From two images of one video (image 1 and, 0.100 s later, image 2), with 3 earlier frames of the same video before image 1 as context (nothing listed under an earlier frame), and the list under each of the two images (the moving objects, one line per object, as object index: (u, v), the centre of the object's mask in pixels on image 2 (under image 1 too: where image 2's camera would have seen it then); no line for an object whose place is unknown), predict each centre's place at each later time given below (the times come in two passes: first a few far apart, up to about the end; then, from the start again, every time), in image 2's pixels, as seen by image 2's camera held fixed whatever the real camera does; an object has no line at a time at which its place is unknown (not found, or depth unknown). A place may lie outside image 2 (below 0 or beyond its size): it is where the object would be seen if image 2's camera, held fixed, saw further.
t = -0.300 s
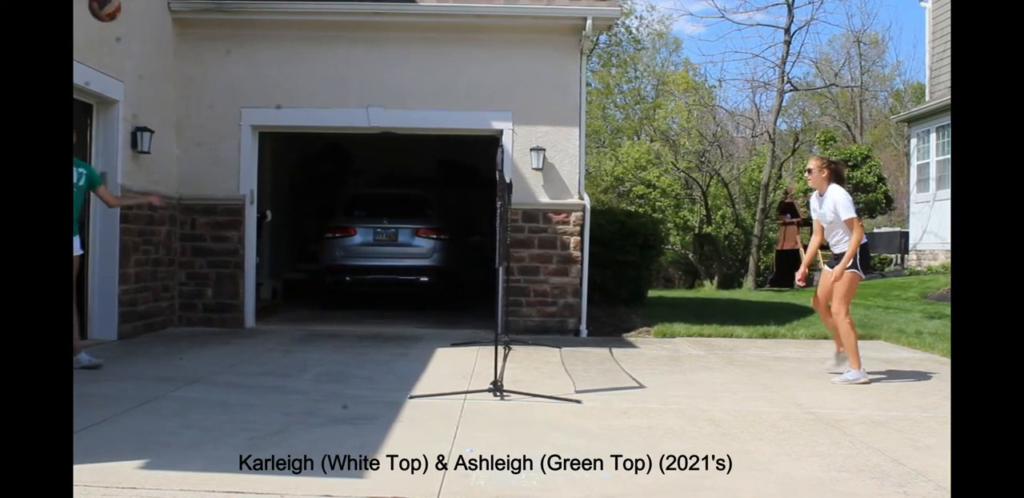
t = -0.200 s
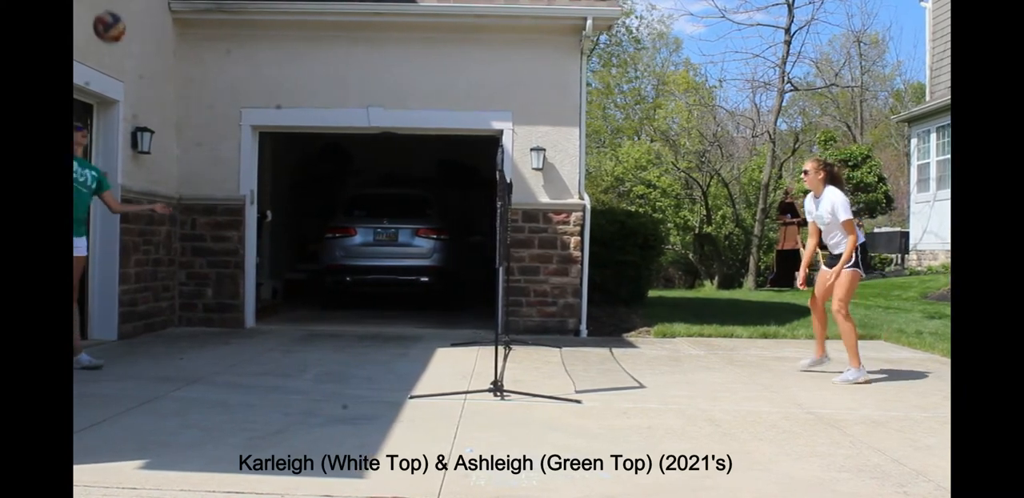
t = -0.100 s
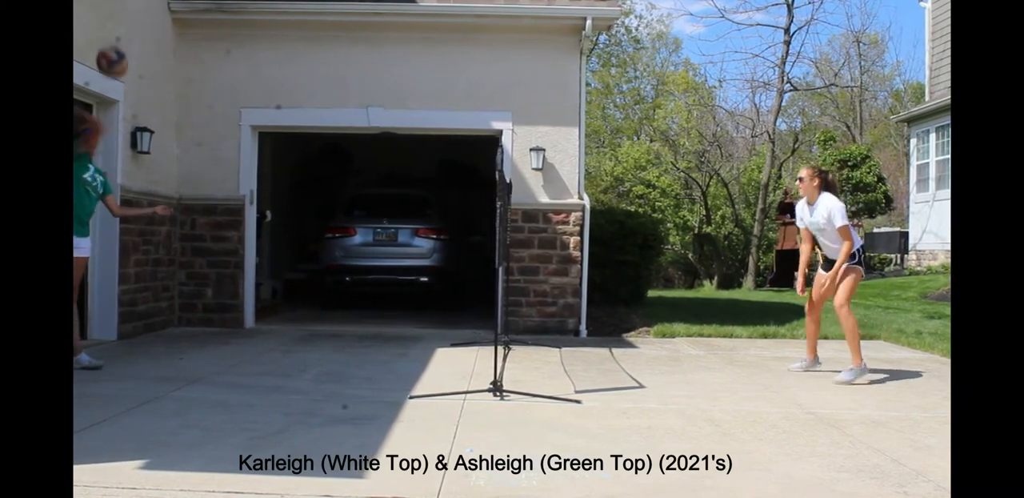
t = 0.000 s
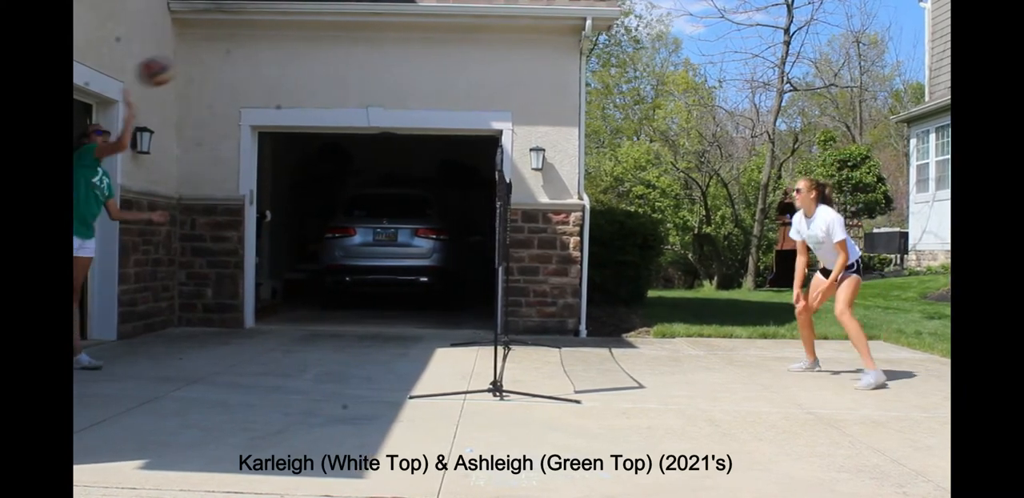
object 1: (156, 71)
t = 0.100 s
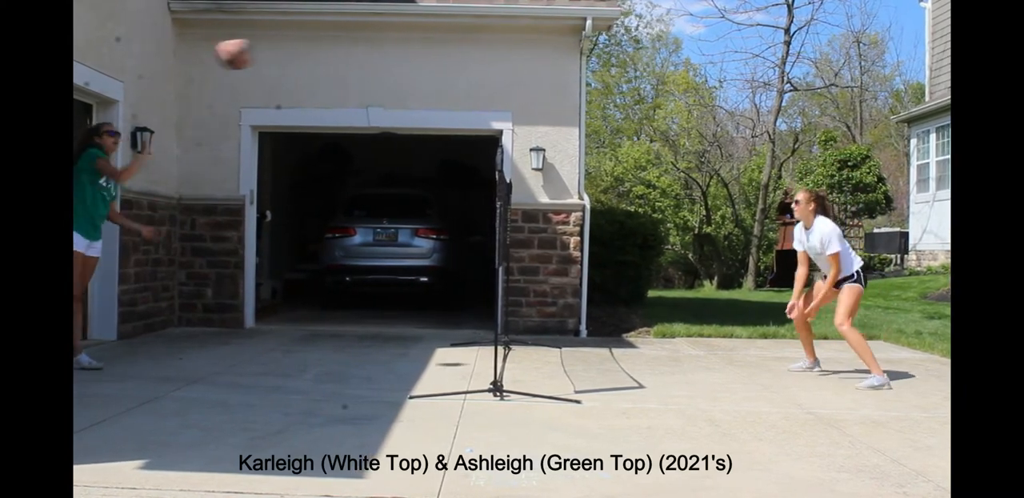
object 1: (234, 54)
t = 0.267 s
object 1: (362, 56)
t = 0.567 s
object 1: (579, 159)
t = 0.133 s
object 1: (259, 51)
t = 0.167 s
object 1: (286, 50)
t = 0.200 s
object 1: (311, 51)
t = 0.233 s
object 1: (336, 52)
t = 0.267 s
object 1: (362, 56)
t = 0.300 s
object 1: (386, 61)
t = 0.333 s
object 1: (412, 68)
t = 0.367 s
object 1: (435, 76)
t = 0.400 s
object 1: (461, 86)
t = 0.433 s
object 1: (484, 97)
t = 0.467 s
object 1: (508, 109)
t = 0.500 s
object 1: (532, 125)
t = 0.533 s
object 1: (555, 140)
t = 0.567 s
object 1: (579, 159)
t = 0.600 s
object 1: (602, 177)
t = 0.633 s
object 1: (625, 199)
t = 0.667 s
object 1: (647, 221)
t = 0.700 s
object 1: (667, 242)
